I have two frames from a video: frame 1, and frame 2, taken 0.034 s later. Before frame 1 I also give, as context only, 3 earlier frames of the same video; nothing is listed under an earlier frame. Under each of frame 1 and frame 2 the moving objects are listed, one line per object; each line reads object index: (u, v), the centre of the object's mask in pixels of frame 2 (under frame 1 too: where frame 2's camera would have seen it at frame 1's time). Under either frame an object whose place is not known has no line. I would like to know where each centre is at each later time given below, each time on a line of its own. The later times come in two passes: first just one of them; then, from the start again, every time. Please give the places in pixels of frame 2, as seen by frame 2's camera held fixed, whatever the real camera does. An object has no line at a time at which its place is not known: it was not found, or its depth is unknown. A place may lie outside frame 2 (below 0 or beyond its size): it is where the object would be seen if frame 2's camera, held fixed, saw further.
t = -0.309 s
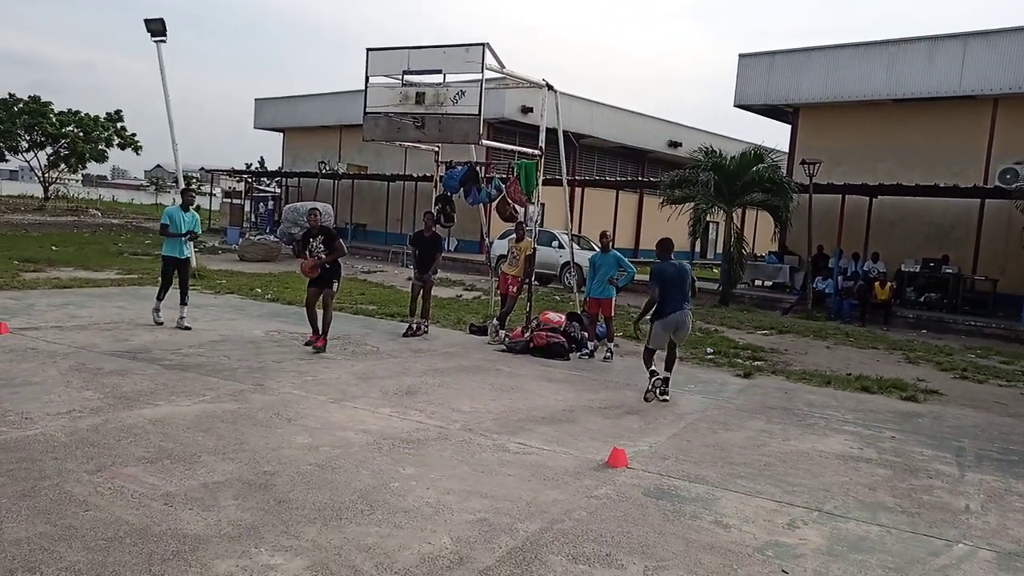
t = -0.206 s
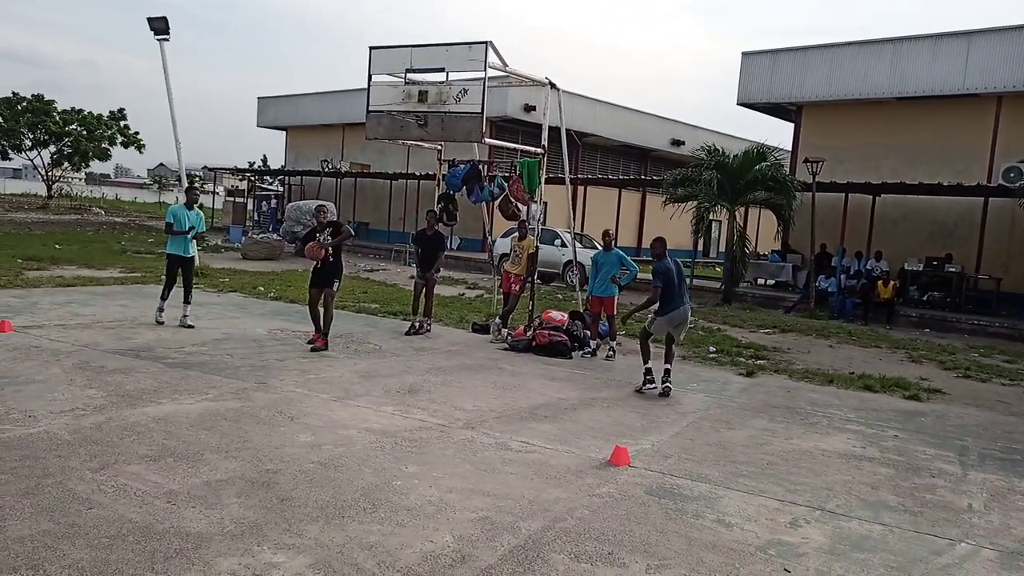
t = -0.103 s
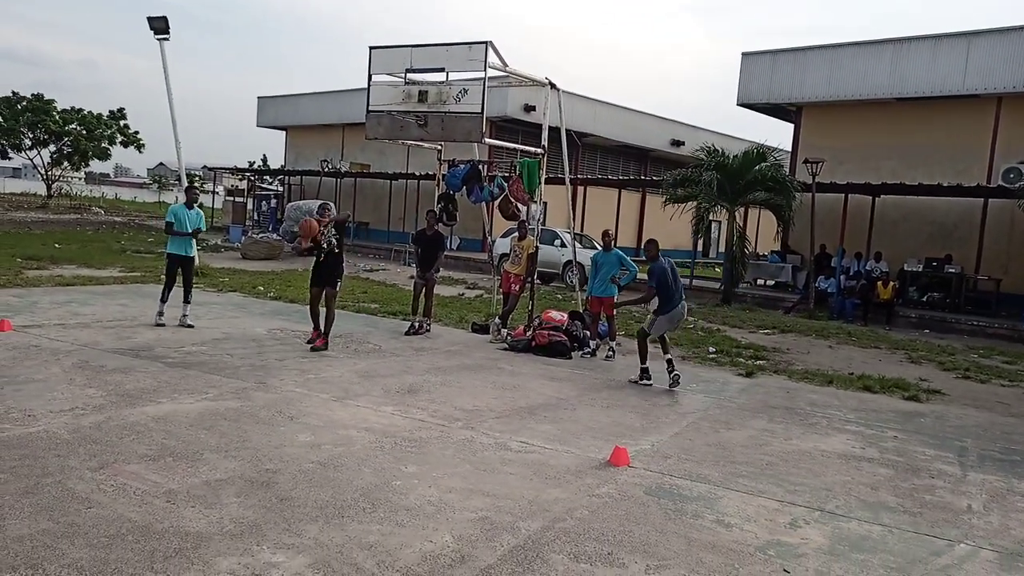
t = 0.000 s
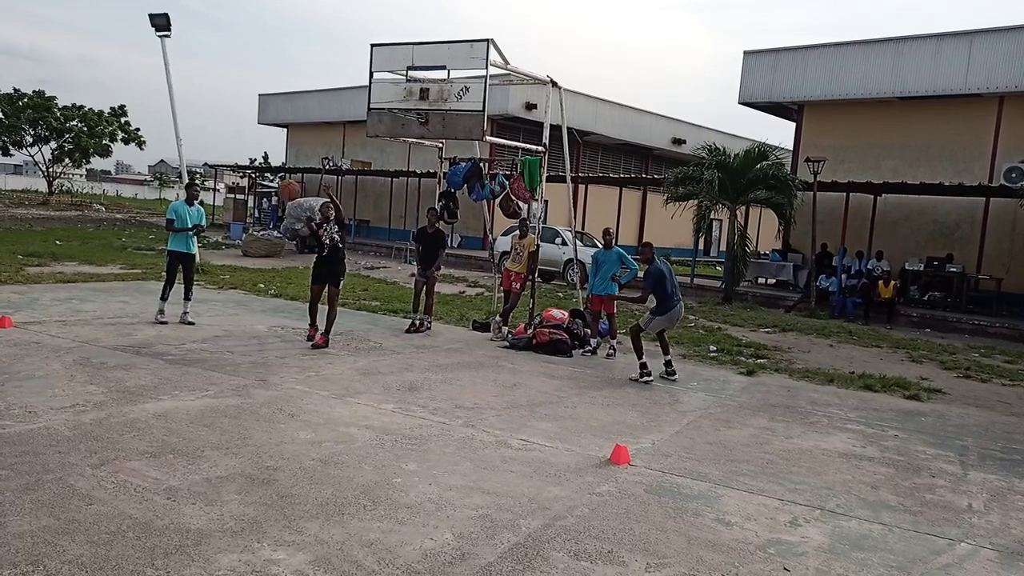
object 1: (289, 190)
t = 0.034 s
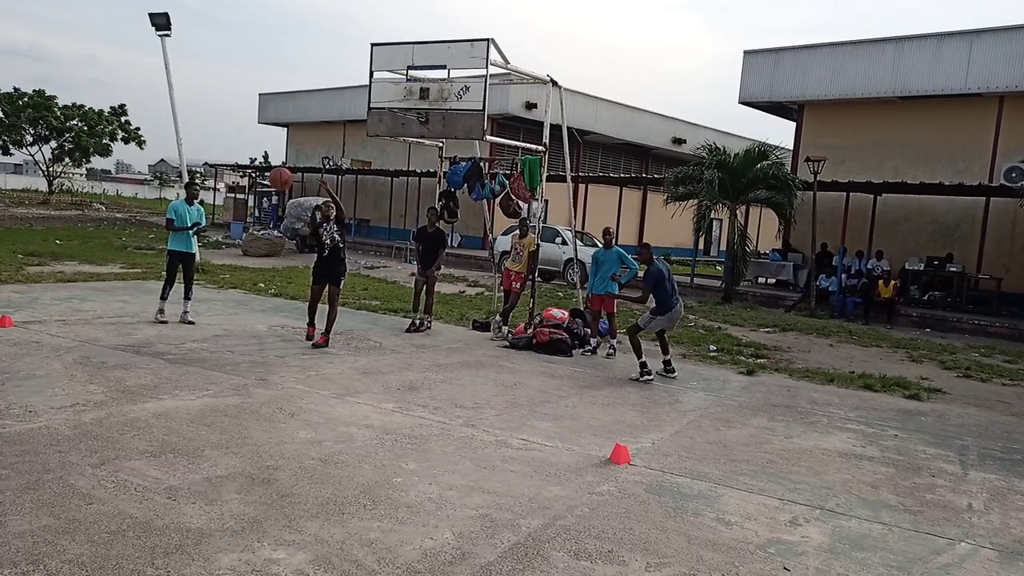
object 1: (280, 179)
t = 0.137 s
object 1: (251, 146)
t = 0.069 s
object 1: (271, 168)
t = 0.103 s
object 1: (262, 157)
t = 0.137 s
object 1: (251, 146)
